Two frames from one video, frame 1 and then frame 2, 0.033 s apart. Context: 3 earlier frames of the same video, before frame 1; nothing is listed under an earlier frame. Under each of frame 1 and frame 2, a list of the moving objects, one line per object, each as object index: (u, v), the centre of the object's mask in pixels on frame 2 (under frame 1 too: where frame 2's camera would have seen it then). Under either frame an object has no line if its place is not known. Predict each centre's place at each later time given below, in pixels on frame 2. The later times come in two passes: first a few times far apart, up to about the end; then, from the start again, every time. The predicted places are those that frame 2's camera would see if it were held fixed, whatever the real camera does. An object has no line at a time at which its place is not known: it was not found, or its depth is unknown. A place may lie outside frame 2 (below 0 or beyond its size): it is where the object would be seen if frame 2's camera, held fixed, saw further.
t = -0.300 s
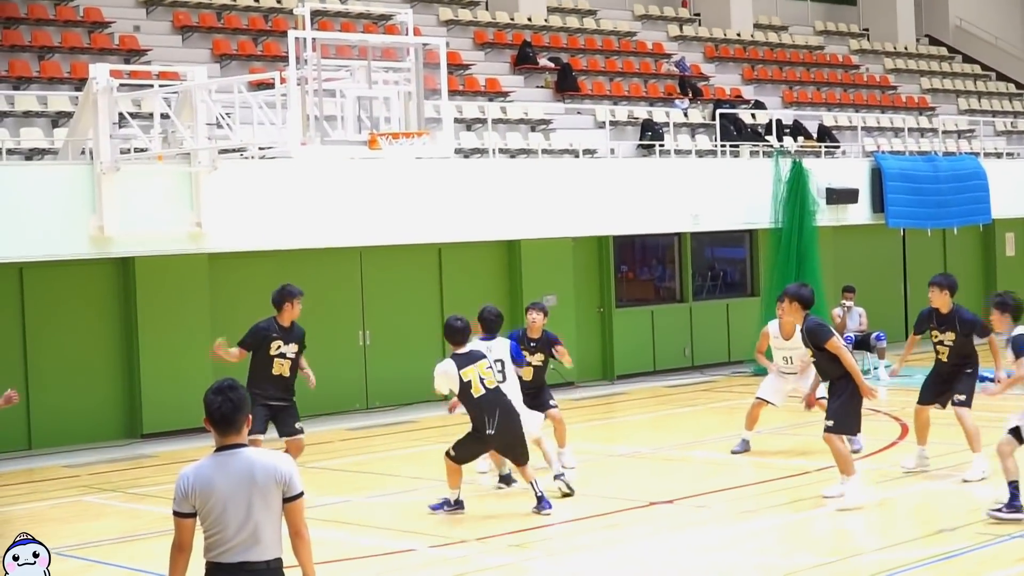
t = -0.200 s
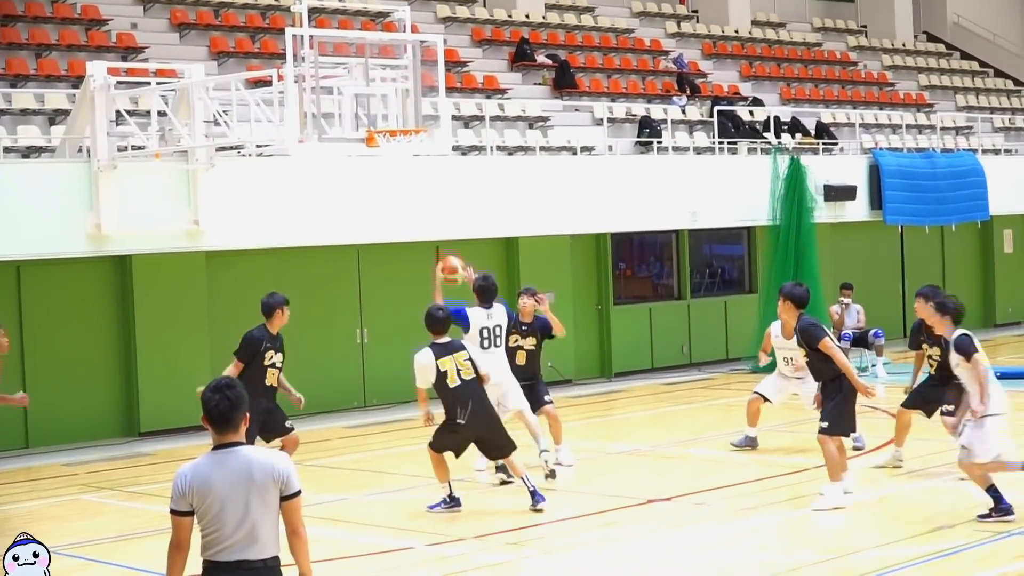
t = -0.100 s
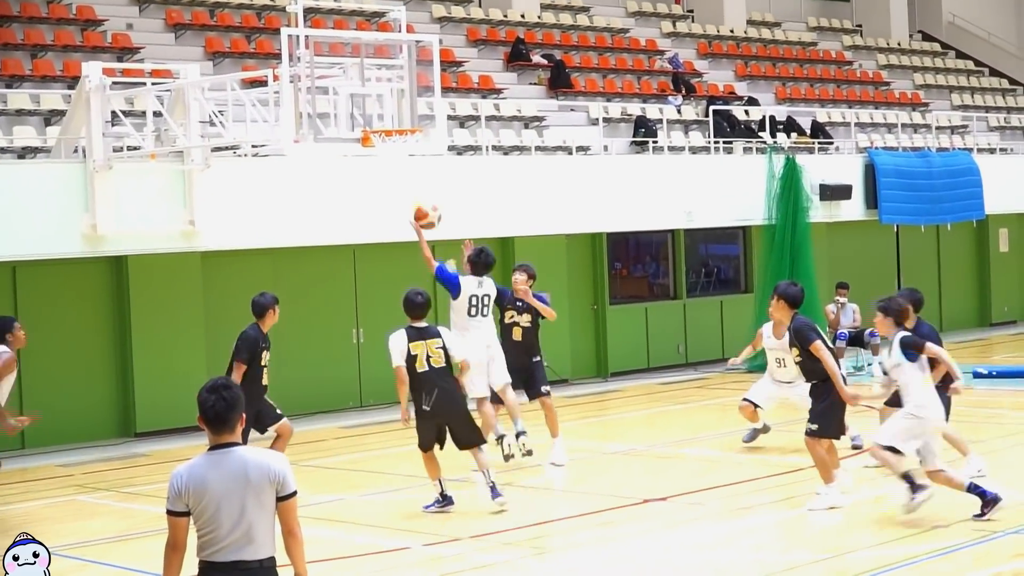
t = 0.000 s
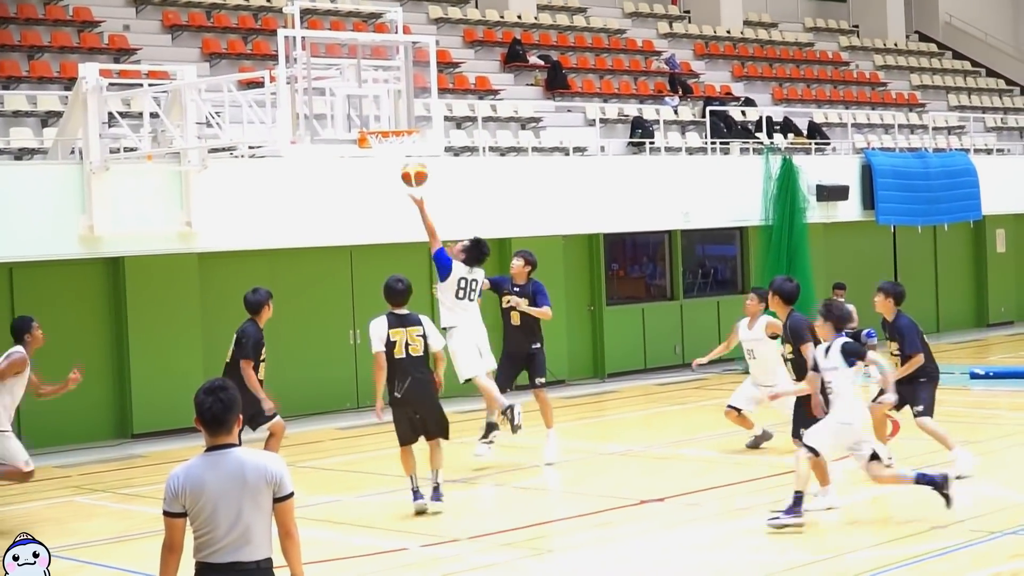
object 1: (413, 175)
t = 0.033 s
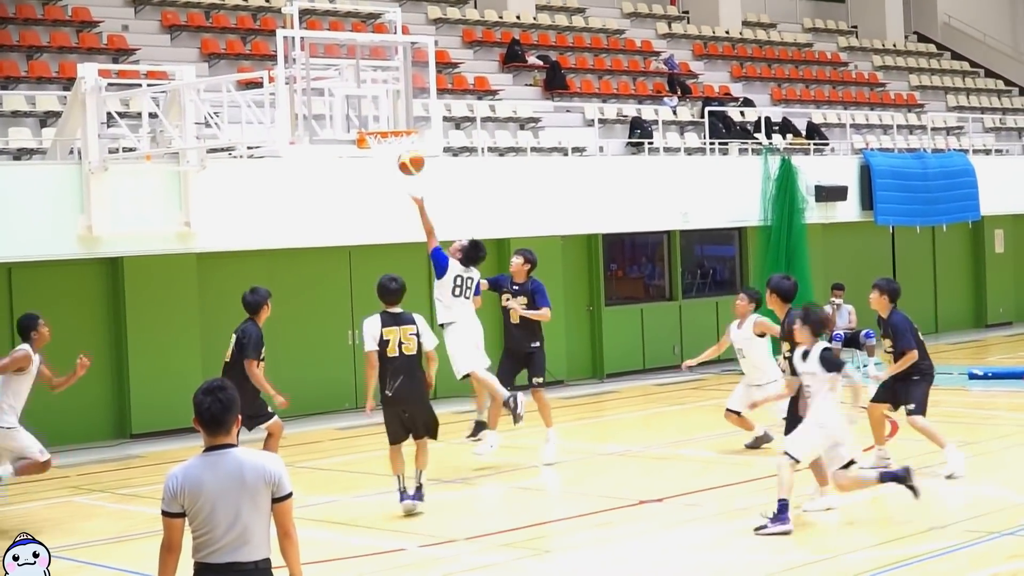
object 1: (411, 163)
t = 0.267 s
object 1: (395, 113)
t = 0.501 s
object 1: (383, 122)
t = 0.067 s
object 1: (409, 151)
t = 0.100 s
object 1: (407, 141)
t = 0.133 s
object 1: (405, 134)
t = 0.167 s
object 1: (402, 127)
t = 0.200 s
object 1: (400, 120)
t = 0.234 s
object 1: (397, 115)
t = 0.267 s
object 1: (395, 113)
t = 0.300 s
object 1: (394, 111)
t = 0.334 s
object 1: (391, 110)
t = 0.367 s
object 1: (390, 112)
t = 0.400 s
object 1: (387, 113)
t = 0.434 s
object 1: (386, 116)
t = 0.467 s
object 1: (384, 120)
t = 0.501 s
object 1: (383, 122)
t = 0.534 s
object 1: (384, 126)
